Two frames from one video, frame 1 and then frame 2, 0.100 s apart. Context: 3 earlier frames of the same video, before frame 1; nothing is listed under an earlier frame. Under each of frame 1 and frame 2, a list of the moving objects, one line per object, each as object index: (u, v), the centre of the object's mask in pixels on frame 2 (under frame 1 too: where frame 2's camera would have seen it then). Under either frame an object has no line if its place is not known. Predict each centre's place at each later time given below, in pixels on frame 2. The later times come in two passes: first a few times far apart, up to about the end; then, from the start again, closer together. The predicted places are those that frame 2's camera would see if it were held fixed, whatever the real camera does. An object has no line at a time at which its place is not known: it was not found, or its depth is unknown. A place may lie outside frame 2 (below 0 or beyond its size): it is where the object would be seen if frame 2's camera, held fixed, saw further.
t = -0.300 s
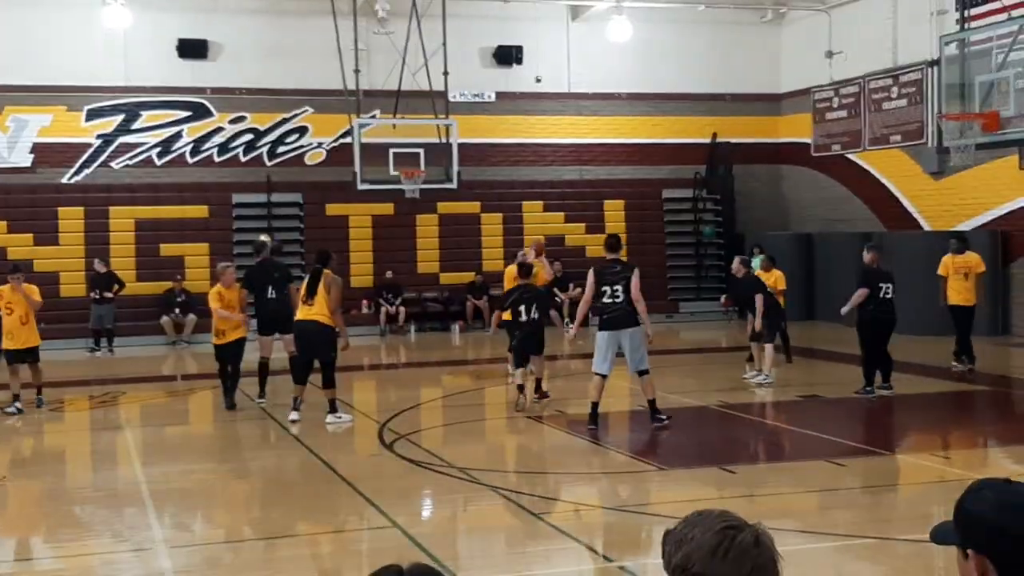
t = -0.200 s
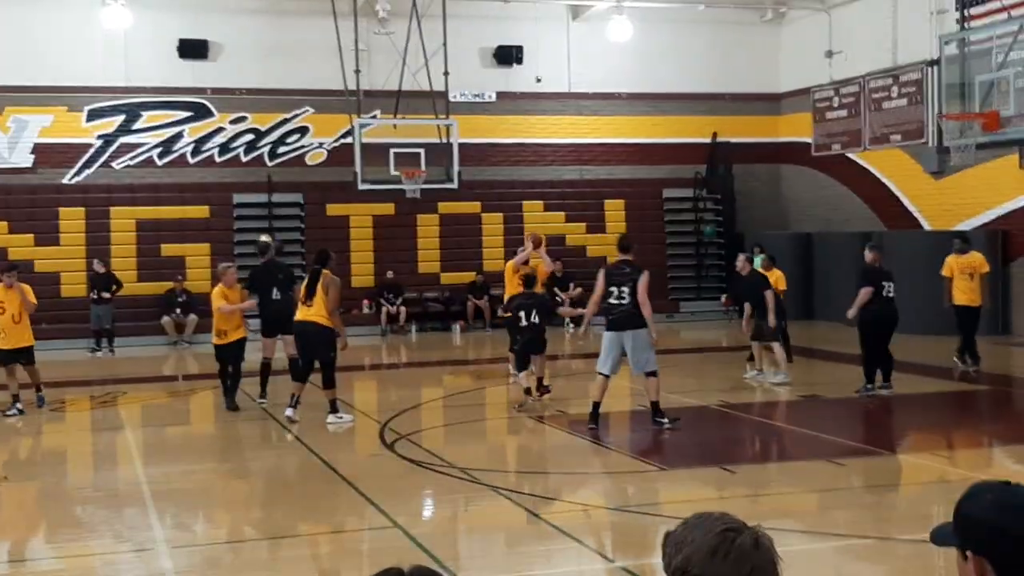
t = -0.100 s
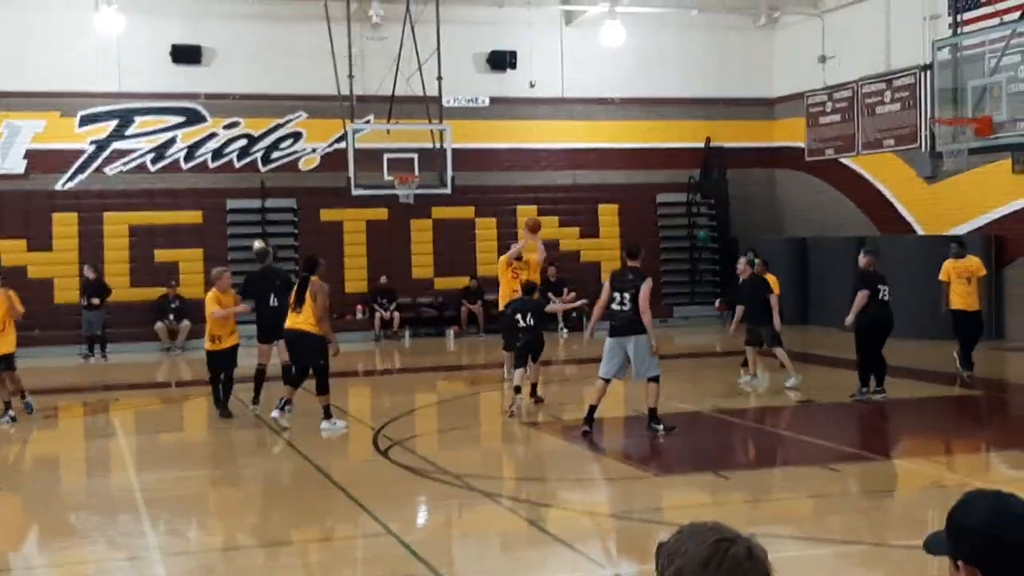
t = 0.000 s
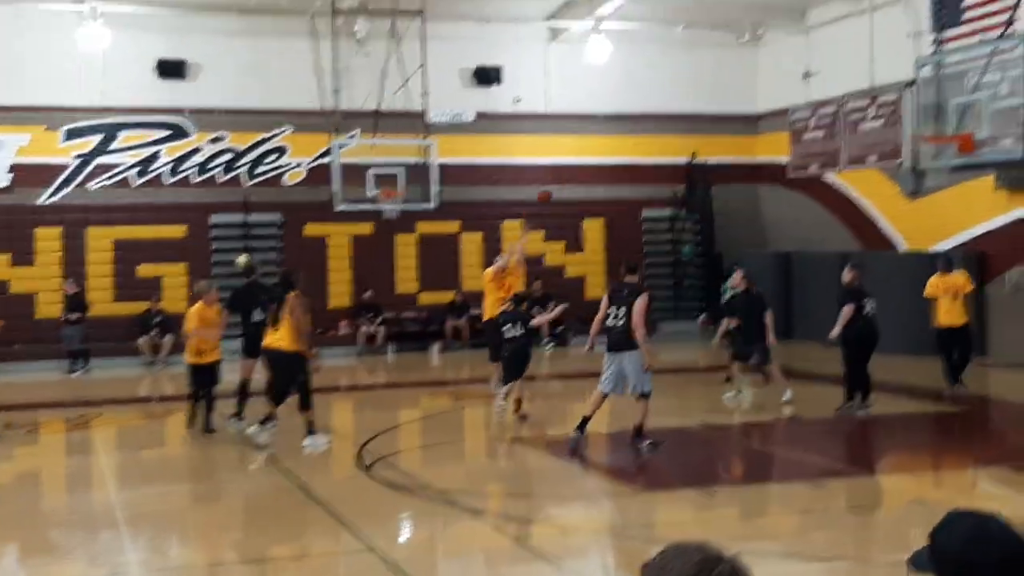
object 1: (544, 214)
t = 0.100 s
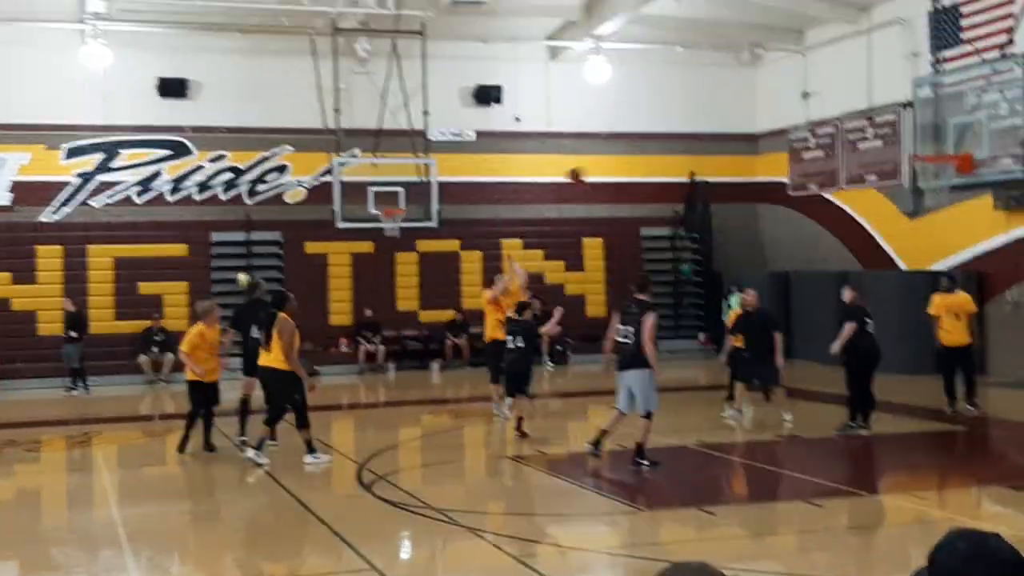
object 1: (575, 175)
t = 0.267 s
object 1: (630, 123)
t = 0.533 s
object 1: (726, 76)
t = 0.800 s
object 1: (835, 86)
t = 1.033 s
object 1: (944, 147)
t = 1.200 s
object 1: (909, 140)
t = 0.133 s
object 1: (585, 164)
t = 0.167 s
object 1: (596, 152)
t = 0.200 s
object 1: (607, 144)
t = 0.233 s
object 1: (619, 132)
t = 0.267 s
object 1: (630, 123)
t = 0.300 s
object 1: (641, 114)
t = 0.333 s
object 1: (652, 106)
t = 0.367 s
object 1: (664, 99)
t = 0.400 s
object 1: (676, 92)
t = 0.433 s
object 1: (688, 88)
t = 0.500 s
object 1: (713, 79)
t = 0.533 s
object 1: (726, 76)
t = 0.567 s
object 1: (739, 74)
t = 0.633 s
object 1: (765, 73)
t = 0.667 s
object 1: (778, 73)
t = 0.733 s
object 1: (806, 78)
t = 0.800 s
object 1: (835, 86)
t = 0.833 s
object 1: (849, 92)
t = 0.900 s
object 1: (879, 106)
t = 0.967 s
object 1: (913, 127)
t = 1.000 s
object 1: (930, 138)
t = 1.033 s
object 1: (944, 147)
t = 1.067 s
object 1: (947, 148)
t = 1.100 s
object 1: (941, 148)
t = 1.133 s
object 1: (931, 145)
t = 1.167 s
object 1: (920, 142)
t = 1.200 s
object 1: (909, 140)
